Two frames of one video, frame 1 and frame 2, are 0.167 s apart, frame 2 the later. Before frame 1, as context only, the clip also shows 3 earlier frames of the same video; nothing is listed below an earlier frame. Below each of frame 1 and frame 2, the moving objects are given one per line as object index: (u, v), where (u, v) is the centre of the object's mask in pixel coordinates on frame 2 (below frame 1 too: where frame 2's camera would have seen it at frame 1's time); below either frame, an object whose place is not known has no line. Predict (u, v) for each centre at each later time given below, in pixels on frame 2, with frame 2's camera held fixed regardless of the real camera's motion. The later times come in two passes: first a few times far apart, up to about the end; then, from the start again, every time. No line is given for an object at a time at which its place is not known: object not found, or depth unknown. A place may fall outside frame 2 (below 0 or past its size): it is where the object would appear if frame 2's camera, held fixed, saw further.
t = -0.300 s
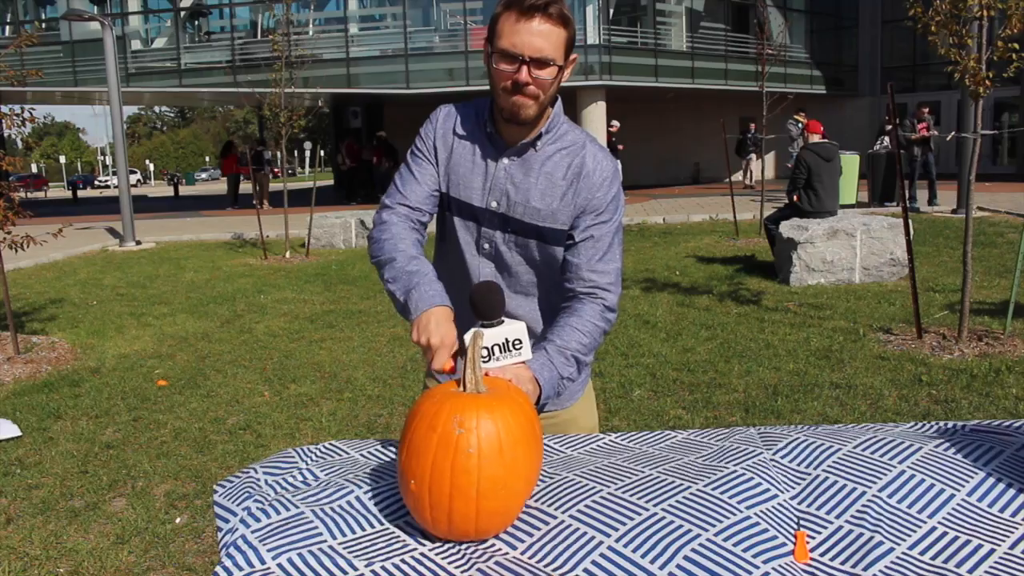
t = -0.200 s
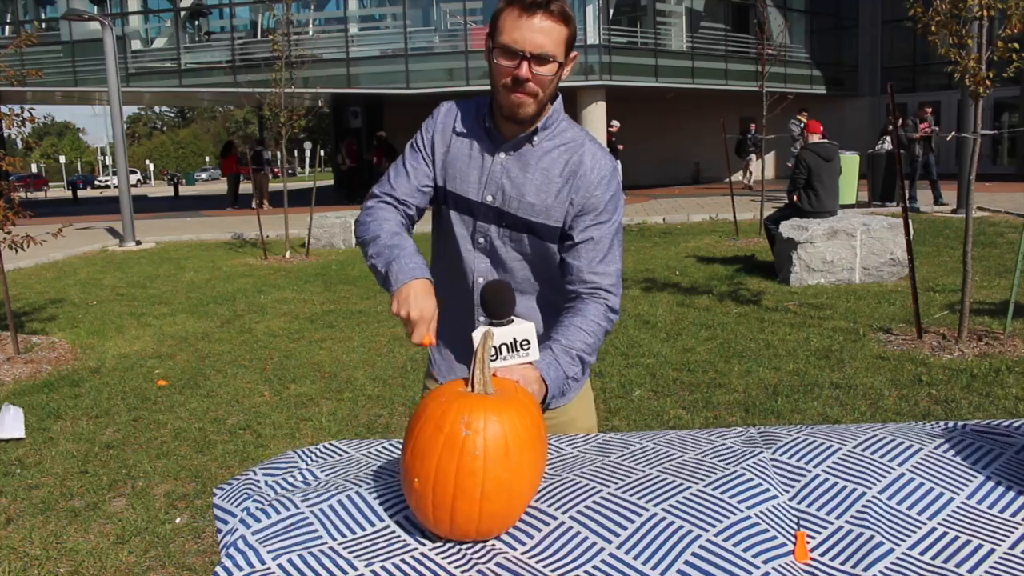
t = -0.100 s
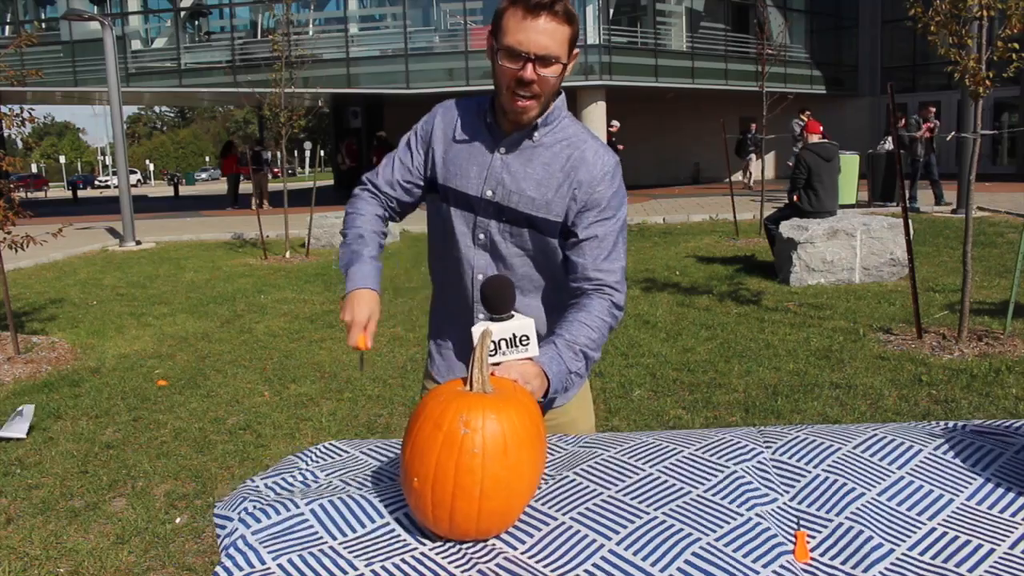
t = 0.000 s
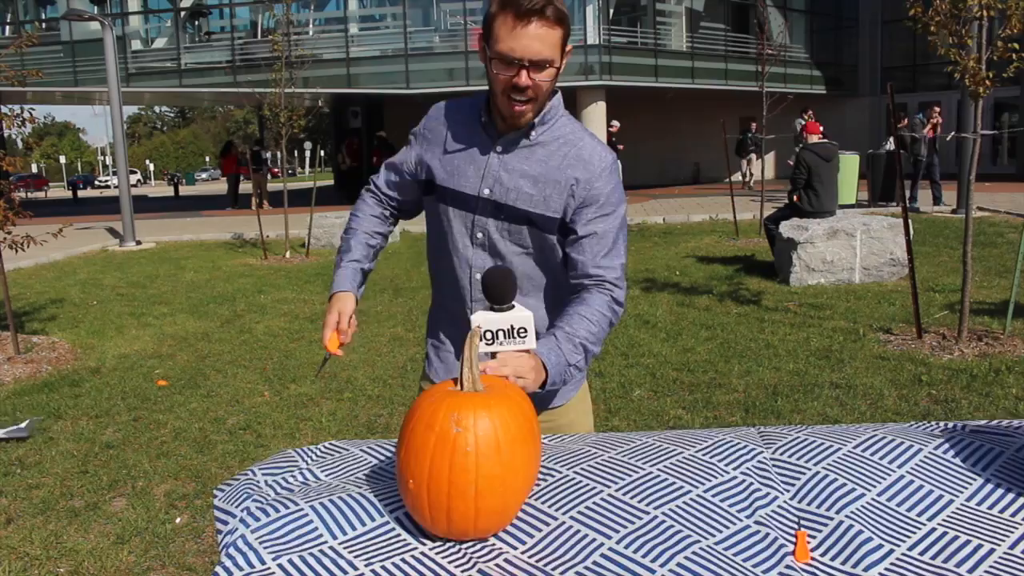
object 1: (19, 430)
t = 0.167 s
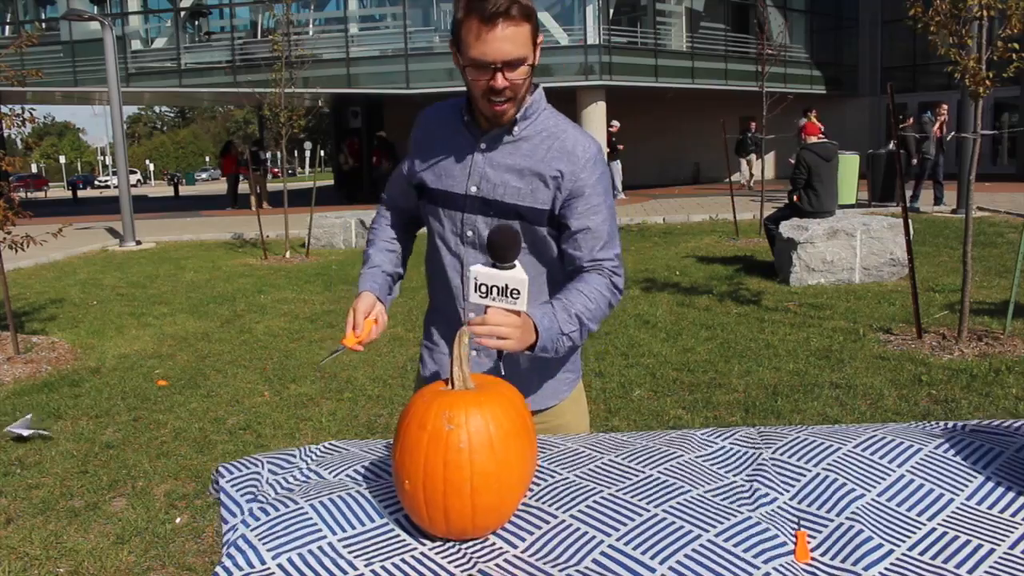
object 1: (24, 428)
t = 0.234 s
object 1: (32, 429)
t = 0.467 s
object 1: (47, 421)
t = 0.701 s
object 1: (76, 421)
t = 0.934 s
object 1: (96, 411)
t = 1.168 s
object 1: (126, 418)
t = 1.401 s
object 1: (129, 417)
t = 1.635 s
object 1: (130, 419)
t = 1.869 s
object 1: (130, 419)
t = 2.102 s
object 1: (130, 420)
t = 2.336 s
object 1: (130, 420)
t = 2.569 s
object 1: (130, 420)
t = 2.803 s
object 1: (129, 420)
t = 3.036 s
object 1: (129, 420)
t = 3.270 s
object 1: (129, 420)
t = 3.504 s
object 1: (128, 420)
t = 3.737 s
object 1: (129, 420)
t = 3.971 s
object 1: (129, 420)
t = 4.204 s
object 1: (129, 421)
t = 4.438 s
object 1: (129, 421)
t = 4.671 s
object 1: (129, 418)
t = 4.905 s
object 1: (128, 420)
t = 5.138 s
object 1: (128, 420)
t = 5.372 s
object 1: (128, 420)
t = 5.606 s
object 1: (128, 420)
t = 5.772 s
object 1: (128, 420)
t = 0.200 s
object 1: (29, 428)
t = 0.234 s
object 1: (32, 429)
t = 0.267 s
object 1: (35, 429)
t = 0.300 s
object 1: (37, 430)
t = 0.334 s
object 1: (39, 429)
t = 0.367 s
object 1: (40, 428)
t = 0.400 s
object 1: (43, 426)
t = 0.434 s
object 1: (45, 424)
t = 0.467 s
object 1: (47, 421)
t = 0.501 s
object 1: (50, 419)
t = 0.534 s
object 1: (56, 418)
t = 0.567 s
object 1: (62, 418)
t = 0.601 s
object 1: (67, 418)
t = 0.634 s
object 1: (72, 418)
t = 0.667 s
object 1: (74, 420)
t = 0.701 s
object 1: (76, 421)
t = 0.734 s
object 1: (78, 421)
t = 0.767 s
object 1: (81, 421)
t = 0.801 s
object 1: (82, 420)
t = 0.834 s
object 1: (84, 419)
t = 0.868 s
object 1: (85, 416)
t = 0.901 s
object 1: (89, 413)
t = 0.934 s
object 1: (96, 411)
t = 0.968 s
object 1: (104, 410)
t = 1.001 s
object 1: (113, 412)
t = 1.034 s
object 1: (118, 415)
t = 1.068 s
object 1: (121, 416)
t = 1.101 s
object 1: (123, 417)
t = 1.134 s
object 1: (124, 418)
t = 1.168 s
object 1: (126, 418)
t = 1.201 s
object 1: (127, 419)
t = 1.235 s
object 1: (128, 419)
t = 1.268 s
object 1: (129, 419)
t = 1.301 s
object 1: (129, 418)
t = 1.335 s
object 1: (129, 418)
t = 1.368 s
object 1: (129, 418)
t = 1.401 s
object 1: (129, 417)
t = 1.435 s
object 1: (129, 417)
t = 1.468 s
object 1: (130, 417)
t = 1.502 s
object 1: (130, 417)
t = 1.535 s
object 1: (130, 417)
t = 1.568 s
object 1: (130, 418)
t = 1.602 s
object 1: (130, 419)
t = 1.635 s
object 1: (130, 419)
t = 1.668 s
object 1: (130, 419)
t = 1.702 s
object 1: (130, 419)
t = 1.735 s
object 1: (131, 419)
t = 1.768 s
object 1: (131, 419)
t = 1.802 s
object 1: (130, 419)
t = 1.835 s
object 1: (130, 419)
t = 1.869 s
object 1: (130, 419)
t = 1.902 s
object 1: (130, 419)
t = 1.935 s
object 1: (130, 419)
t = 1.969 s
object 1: (130, 420)
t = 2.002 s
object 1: (130, 420)
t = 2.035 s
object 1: (130, 420)
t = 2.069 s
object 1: (130, 420)
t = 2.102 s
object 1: (130, 420)
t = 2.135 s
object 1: (130, 420)
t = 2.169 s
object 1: (130, 420)
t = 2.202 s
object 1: (130, 420)
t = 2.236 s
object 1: (130, 420)
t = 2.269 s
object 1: (130, 420)
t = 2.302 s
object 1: (130, 420)
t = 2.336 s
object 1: (130, 420)
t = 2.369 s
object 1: (130, 419)
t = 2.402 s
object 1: (130, 419)
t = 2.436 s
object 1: (130, 419)
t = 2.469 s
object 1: (130, 420)
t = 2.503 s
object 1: (130, 419)
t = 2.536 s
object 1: (130, 419)
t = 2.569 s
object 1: (130, 420)
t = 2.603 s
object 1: (129, 420)
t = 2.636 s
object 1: (129, 420)
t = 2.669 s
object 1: (129, 420)
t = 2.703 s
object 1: (129, 419)
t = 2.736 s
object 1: (129, 420)
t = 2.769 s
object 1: (129, 420)
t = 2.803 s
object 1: (129, 420)
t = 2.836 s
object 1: (129, 420)
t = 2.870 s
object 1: (129, 420)
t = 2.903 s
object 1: (130, 420)
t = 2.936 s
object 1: (129, 419)
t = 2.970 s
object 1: (129, 419)
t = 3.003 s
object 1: (129, 420)
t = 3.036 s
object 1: (129, 420)
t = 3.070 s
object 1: (129, 420)
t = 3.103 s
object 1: (129, 420)
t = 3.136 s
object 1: (129, 419)
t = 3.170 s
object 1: (129, 420)
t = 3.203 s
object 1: (129, 420)
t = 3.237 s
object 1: (129, 420)
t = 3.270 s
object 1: (129, 420)
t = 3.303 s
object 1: (129, 420)
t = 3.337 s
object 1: (129, 420)
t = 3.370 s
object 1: (129, 420)
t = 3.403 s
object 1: (128, 420)
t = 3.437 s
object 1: (128, 420)
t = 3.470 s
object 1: (128, 420)
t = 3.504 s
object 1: (128, 420)
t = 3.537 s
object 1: (128, 420)
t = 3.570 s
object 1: (128, 420)
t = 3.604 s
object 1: (129, 420)
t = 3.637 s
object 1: (129, 420)
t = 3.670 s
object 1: (129, 420)
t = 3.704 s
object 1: (129, 420)
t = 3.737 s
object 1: (129, 420)
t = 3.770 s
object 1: (129, 420)
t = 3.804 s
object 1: (128, 420)
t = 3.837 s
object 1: (129, 420)
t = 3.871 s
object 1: (129, 421)
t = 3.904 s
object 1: (129, 420)
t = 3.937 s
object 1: (129, 420)
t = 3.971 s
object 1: (129, 420)
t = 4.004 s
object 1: (129, 420)
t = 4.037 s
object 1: (129, 420)
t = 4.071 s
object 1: (129, 420)
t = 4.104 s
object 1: (129, 420)
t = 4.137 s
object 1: (129, 420)
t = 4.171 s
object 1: (129, 421)
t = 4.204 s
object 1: (129, 421)
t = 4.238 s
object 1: (129, 421)
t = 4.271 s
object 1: (129, 421)
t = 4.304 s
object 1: (129, 421)
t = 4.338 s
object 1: (129, 421)
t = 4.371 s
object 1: (129, 421)
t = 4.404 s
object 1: (129, 421)
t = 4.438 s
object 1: (129, 421)
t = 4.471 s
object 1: (128, 420)
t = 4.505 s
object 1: (128, 420)
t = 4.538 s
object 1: (128, 420)
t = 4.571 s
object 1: (128, 419)
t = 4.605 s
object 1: (129, 419)
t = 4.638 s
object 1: (129, 418)
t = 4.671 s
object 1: (129, 418)
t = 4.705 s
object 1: (128, 419)
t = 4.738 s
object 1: (128, 420)
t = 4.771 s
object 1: (128, 420)
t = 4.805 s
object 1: (128, 420)
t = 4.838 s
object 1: (128, 420)
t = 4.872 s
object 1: (128, 420)
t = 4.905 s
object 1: (128, 420)
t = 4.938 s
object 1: (128, 420)
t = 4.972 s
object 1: (128, 420)
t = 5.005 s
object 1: (128, 420)
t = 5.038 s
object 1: (128, 420)
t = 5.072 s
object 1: (128, 420)
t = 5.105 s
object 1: (128, 420)
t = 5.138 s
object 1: (128, 420)
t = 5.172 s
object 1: (128, 420)
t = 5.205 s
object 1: (128, 420)
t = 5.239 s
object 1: (128, 420)
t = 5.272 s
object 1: (128, 420)
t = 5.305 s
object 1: (128, 420)
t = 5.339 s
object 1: (128, 420)
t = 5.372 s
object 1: (128, 420)
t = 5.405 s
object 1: (128, 420)
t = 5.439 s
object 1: (128, 420)
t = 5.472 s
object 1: (128, 420)
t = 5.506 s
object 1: (128, 420)
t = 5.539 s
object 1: (128, 420)
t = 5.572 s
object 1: (128, 420)
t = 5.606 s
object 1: (128, 420)
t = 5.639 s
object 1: (128, 420)
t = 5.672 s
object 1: (128, 420)
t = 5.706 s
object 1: (128, 420)
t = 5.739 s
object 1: (128, 420)
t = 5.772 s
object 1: (128, 420)
